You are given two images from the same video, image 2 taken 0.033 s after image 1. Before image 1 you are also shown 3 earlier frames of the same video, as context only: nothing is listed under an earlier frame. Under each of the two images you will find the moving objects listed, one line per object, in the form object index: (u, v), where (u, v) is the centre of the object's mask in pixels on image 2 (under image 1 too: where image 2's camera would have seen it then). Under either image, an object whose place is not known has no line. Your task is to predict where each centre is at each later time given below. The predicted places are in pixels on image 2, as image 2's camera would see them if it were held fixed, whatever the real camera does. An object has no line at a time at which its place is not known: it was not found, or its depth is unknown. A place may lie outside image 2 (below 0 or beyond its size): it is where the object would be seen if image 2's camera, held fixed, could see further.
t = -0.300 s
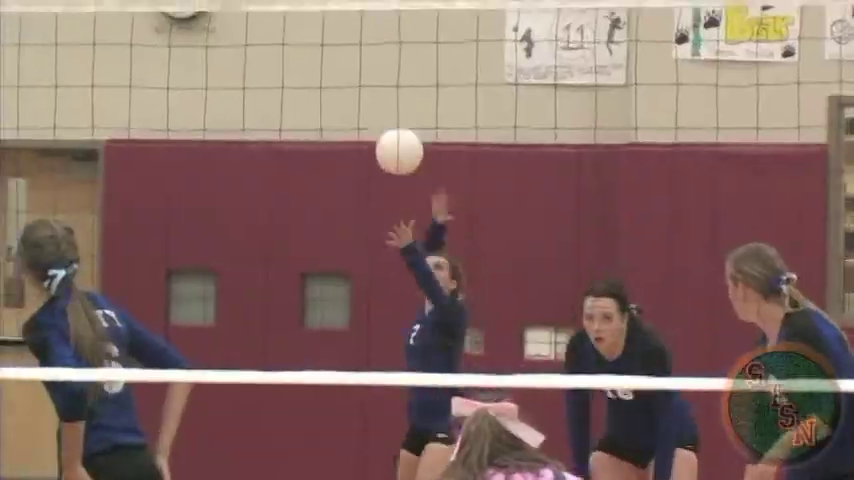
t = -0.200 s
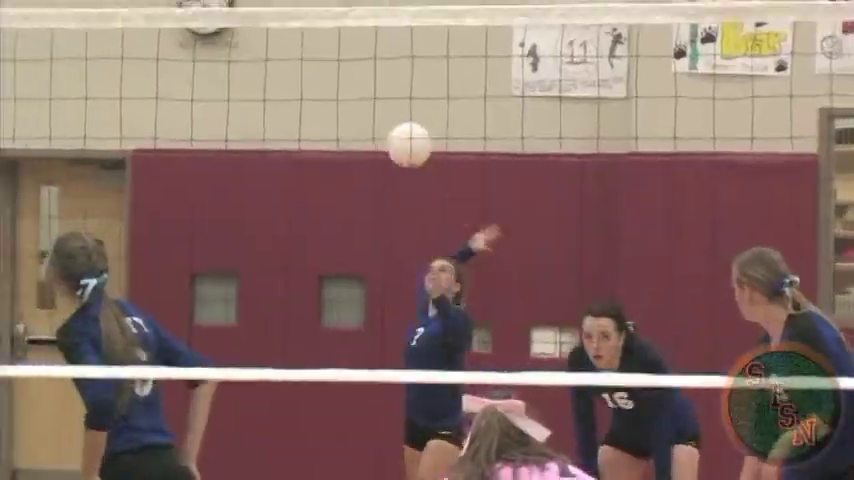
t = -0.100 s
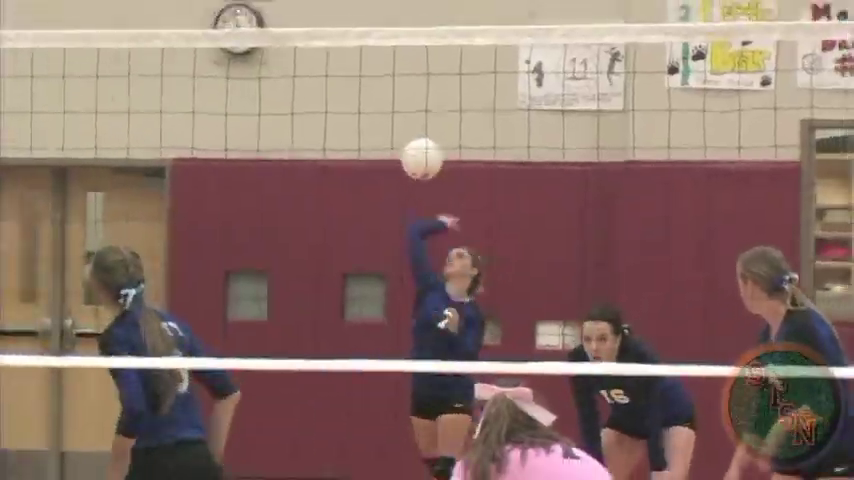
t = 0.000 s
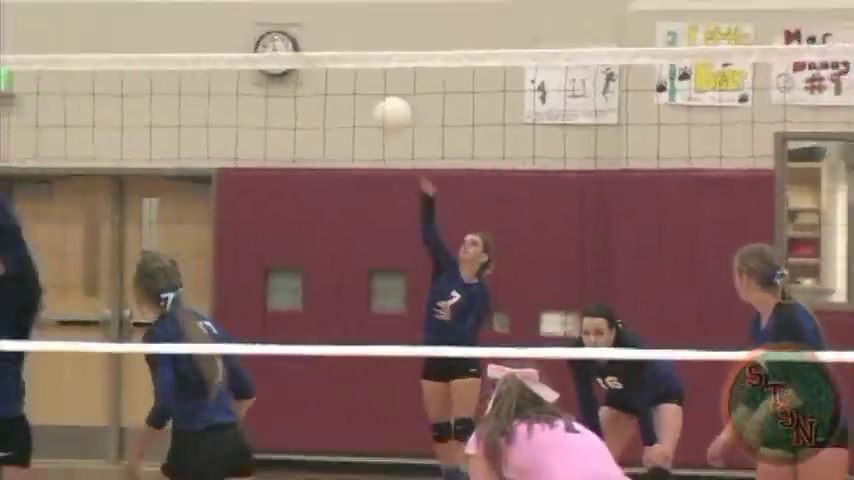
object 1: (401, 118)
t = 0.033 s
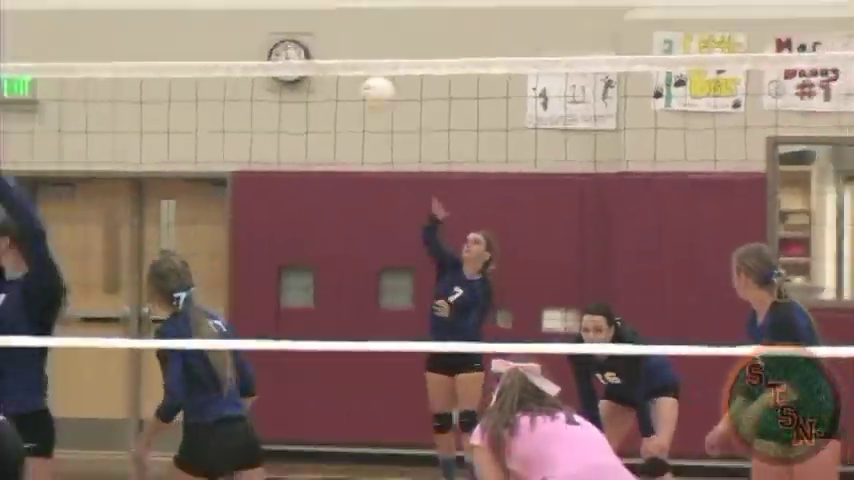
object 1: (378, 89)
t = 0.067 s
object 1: (353, 56)
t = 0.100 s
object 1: (329, 42)
